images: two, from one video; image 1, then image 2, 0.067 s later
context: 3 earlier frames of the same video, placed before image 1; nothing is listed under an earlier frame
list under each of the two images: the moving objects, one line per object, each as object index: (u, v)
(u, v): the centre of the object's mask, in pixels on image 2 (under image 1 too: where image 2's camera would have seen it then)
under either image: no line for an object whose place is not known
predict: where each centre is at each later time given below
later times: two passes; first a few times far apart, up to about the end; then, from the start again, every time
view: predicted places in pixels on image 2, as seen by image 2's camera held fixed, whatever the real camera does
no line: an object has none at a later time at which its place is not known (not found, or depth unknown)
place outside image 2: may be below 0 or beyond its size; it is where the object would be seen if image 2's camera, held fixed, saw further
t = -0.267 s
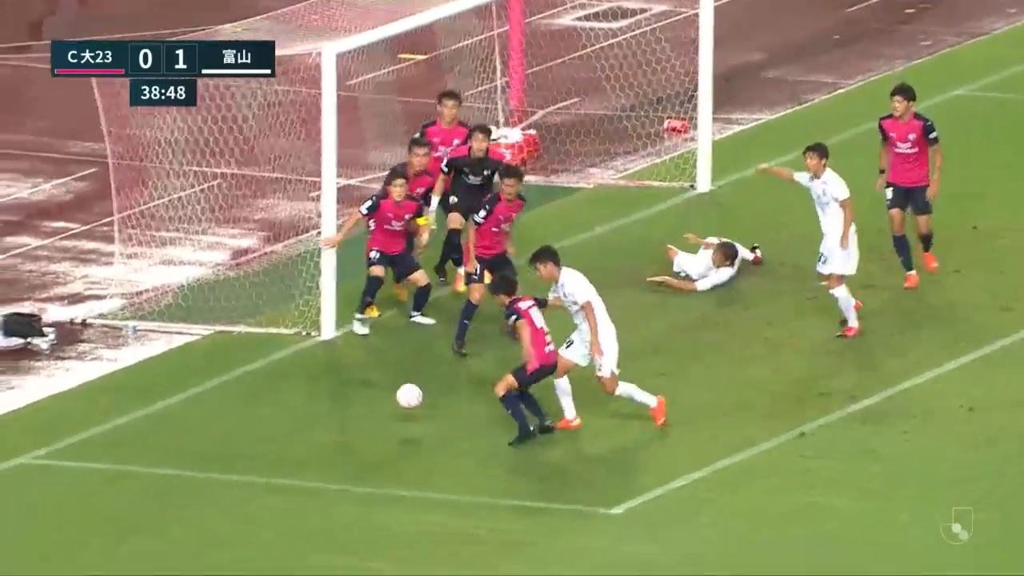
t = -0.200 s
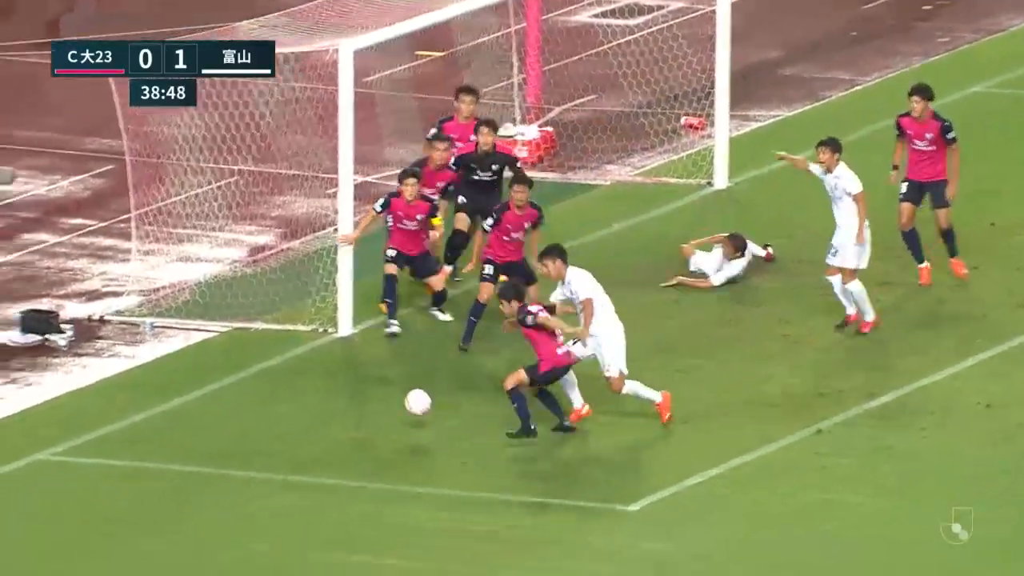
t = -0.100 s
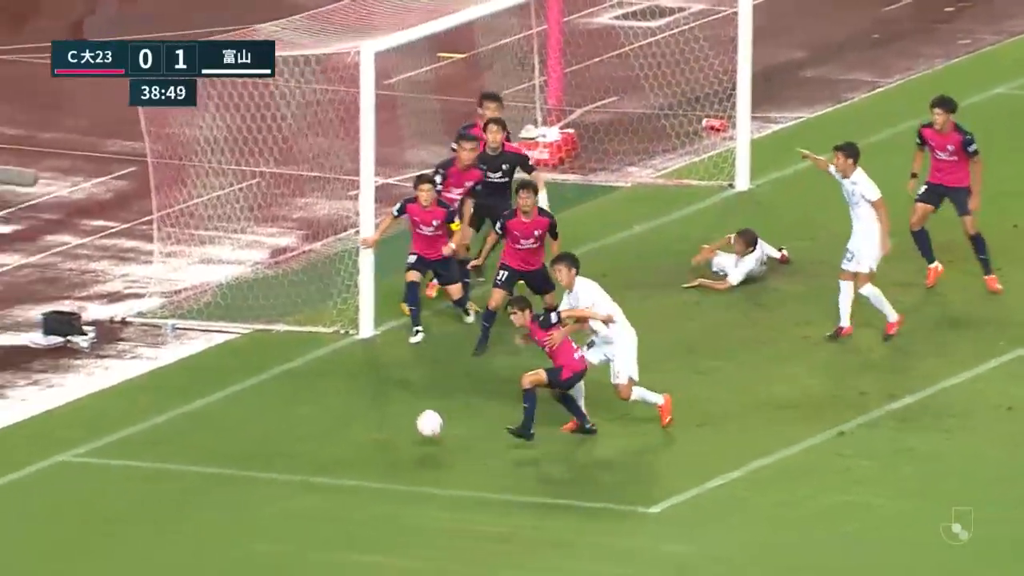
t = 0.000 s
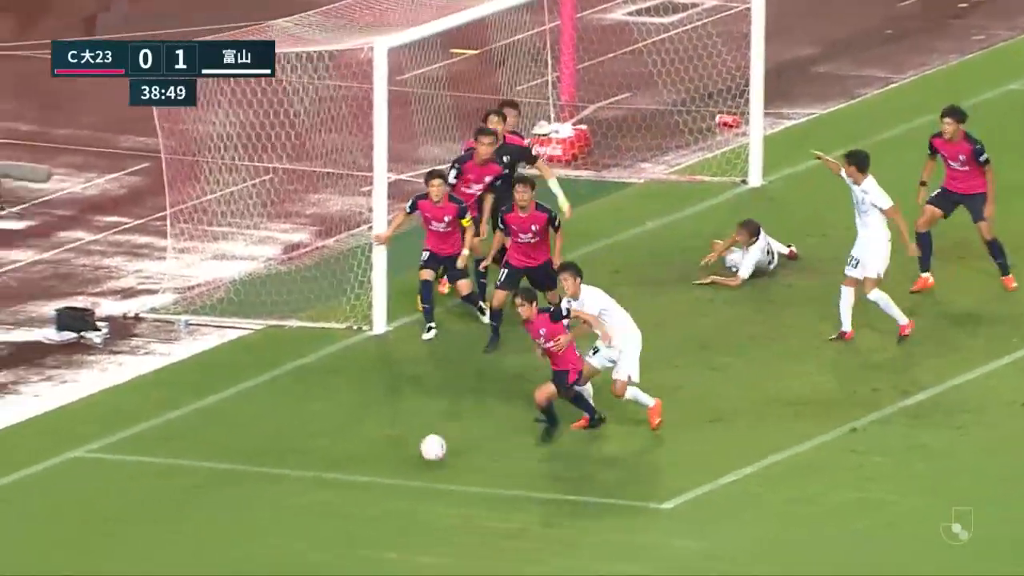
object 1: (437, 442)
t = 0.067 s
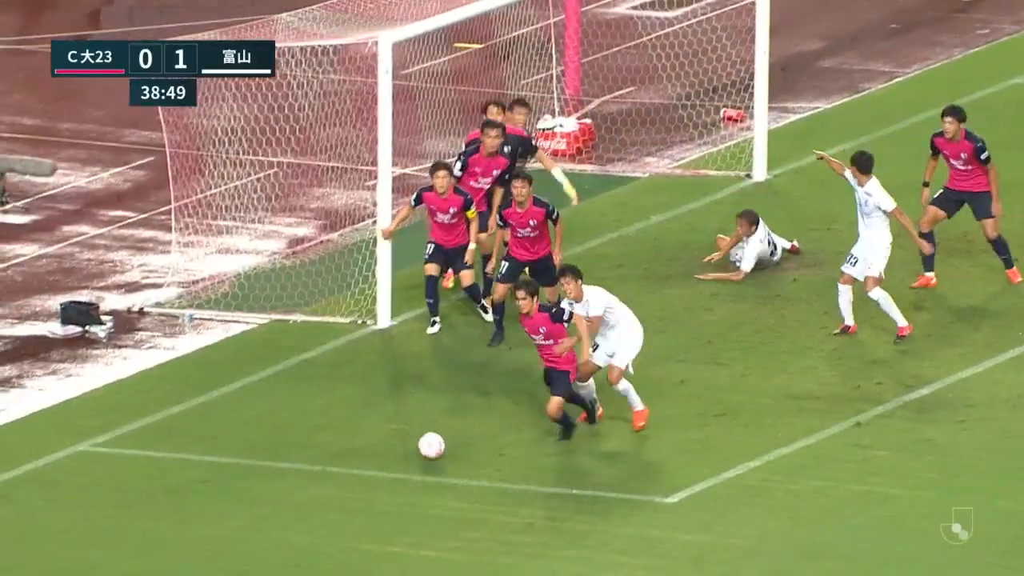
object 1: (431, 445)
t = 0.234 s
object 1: (414, 464)
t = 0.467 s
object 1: (391, 501)
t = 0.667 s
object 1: (372, 527)
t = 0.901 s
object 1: (351, 558)
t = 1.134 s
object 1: (328, 589)
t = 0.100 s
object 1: (427, 447)
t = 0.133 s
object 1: (423, 450)
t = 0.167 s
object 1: (421, 452)
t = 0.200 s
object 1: (417, 458)
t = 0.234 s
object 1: (414, 464)
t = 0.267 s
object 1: (410, 471)
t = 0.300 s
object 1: (408, 476)
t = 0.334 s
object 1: (404, 486)
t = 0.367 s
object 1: (400, 490)
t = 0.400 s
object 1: (398, 492)
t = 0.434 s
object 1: (395, 495)
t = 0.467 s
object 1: (391, 501)
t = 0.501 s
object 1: (387, 507)
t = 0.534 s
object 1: (385, 511)
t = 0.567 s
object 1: (381, 517)
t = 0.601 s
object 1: (377, 521)
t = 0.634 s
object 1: (374, 524)
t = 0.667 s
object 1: (372, 527)
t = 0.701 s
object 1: (368, 533)
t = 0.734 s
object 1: (365, 539)
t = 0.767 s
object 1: (363, 542)
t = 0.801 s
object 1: (360, 546)
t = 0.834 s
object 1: (356, 549)
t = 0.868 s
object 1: (353, 554)
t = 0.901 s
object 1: (351, 558)
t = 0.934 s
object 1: (347, 563)
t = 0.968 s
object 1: (343, 568)
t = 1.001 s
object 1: (341, 570)
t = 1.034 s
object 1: (337, 576)
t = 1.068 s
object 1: (334, 582)
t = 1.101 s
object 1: (329, 587)
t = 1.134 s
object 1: (328, 589)
